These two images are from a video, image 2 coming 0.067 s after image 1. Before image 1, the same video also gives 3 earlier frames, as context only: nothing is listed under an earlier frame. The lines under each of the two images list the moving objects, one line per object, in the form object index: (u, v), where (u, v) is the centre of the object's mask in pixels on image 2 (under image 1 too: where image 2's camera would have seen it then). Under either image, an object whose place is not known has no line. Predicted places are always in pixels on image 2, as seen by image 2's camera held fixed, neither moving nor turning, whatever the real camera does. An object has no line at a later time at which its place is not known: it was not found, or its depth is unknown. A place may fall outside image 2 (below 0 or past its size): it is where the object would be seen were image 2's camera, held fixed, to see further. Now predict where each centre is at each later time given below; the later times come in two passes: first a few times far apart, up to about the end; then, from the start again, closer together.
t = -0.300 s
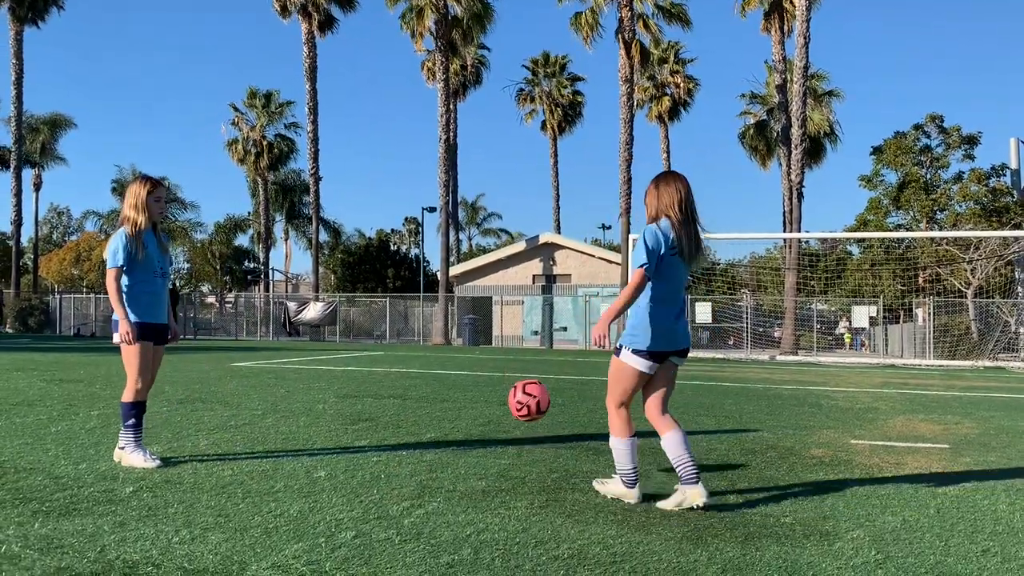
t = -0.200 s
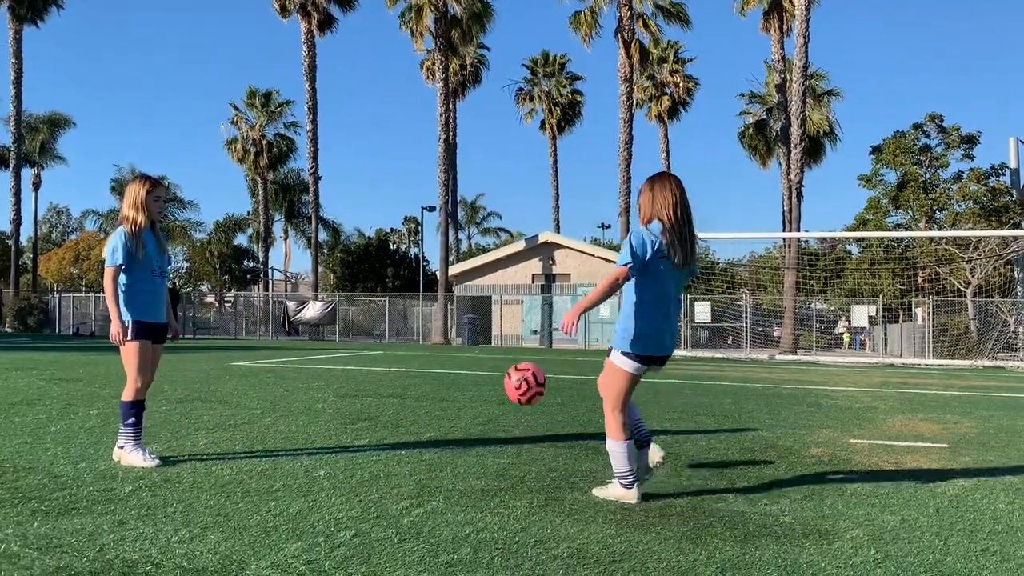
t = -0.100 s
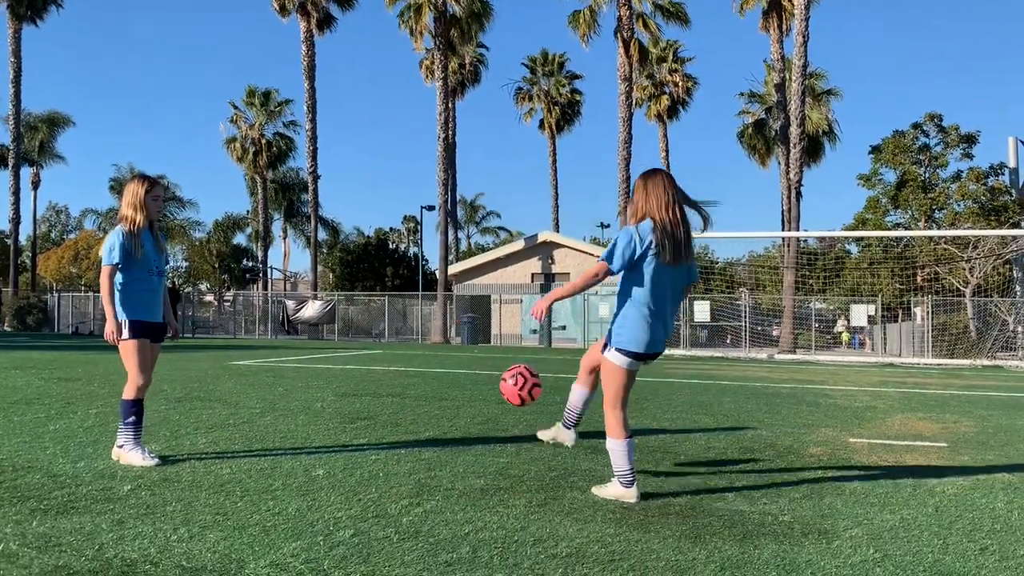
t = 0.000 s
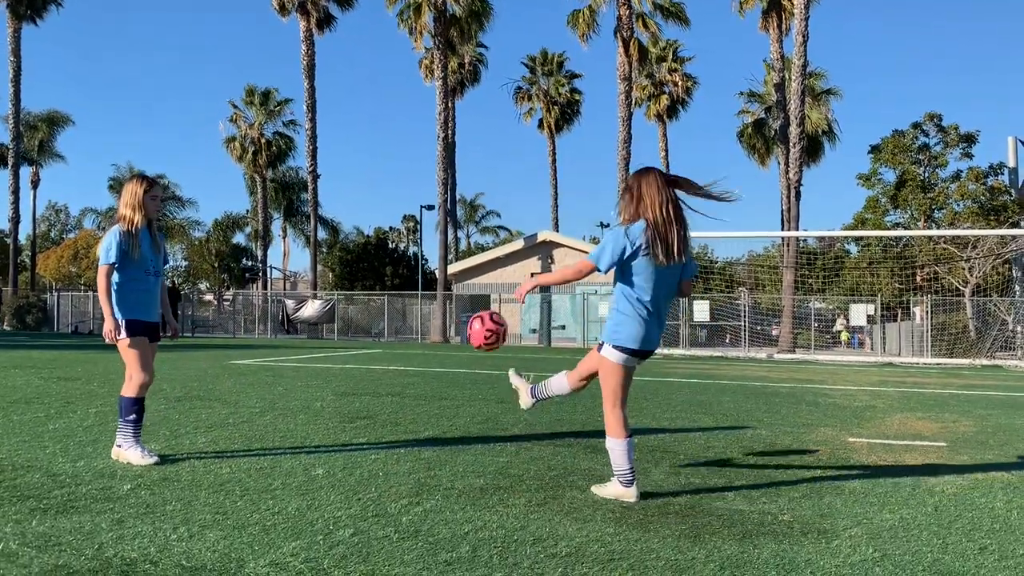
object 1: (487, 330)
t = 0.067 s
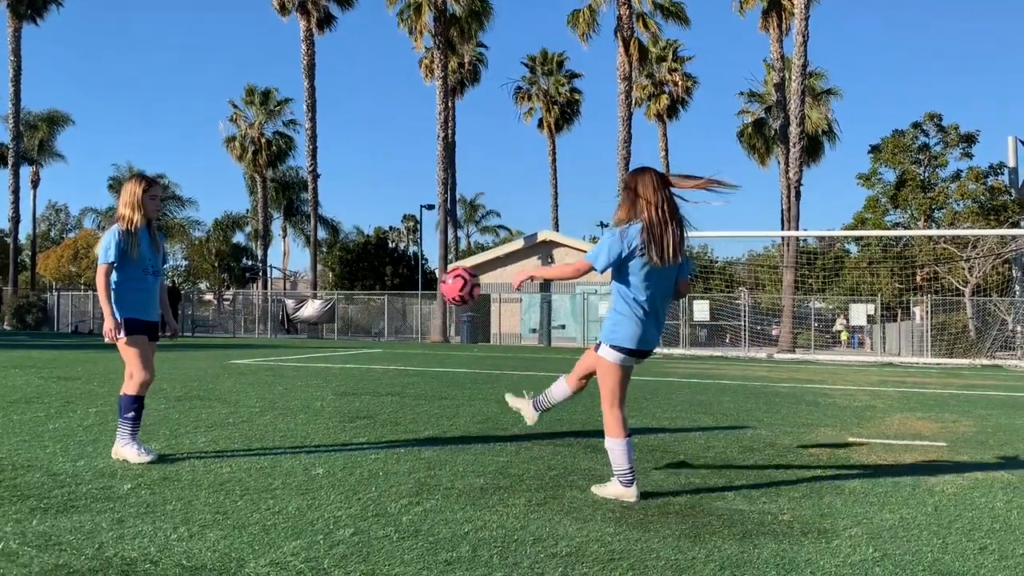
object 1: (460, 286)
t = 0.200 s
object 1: (410, 224)
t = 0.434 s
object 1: (328, 197)
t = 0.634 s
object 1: (262, 247)
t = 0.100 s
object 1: (447, 267)
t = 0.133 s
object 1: (434, 250)
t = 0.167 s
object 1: (421, 236)
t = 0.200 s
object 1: (410, 224)
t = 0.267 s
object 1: (385, 207)
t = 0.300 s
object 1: (373, 201)
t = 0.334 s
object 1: (362, 197)
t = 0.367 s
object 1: (350, 195)
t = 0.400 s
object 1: (339, 195)
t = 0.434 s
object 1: (328, 197)
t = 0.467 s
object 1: (316, 201)
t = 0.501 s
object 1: (305, 207)
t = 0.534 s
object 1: (294, 214)
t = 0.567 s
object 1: (284, 223)
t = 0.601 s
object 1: (273, 234)
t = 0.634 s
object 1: (262, 247)
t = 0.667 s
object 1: (252, 261)
